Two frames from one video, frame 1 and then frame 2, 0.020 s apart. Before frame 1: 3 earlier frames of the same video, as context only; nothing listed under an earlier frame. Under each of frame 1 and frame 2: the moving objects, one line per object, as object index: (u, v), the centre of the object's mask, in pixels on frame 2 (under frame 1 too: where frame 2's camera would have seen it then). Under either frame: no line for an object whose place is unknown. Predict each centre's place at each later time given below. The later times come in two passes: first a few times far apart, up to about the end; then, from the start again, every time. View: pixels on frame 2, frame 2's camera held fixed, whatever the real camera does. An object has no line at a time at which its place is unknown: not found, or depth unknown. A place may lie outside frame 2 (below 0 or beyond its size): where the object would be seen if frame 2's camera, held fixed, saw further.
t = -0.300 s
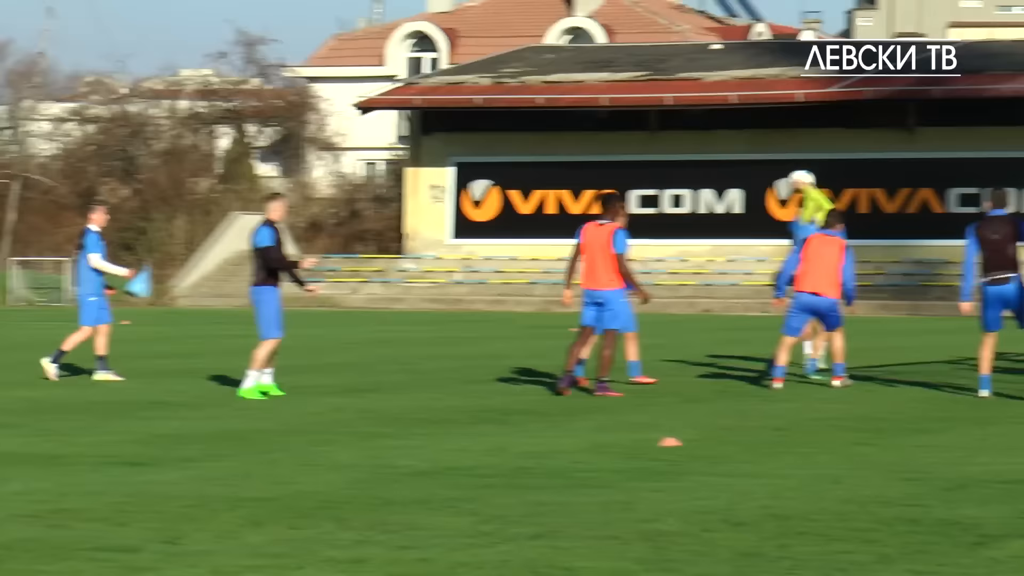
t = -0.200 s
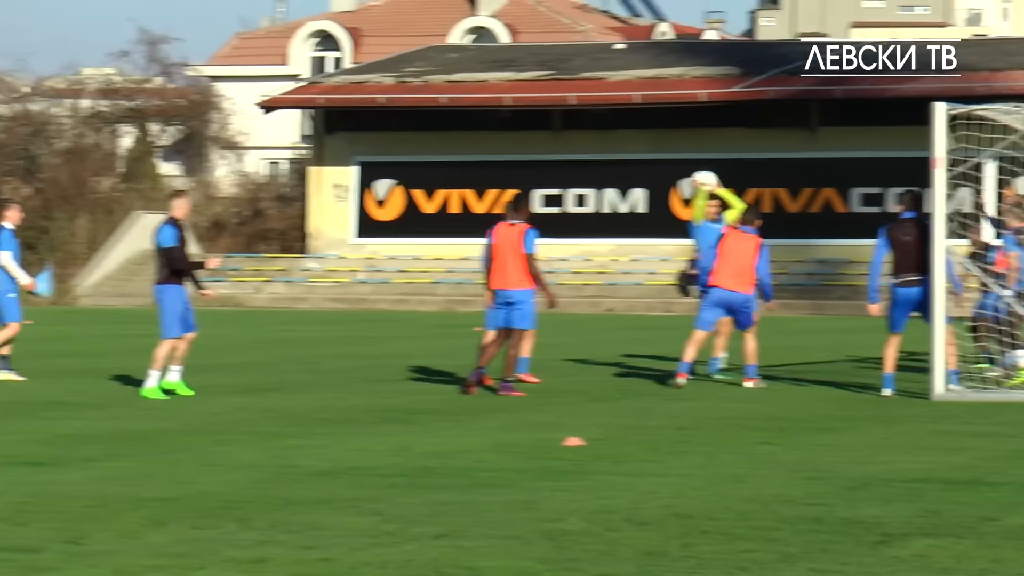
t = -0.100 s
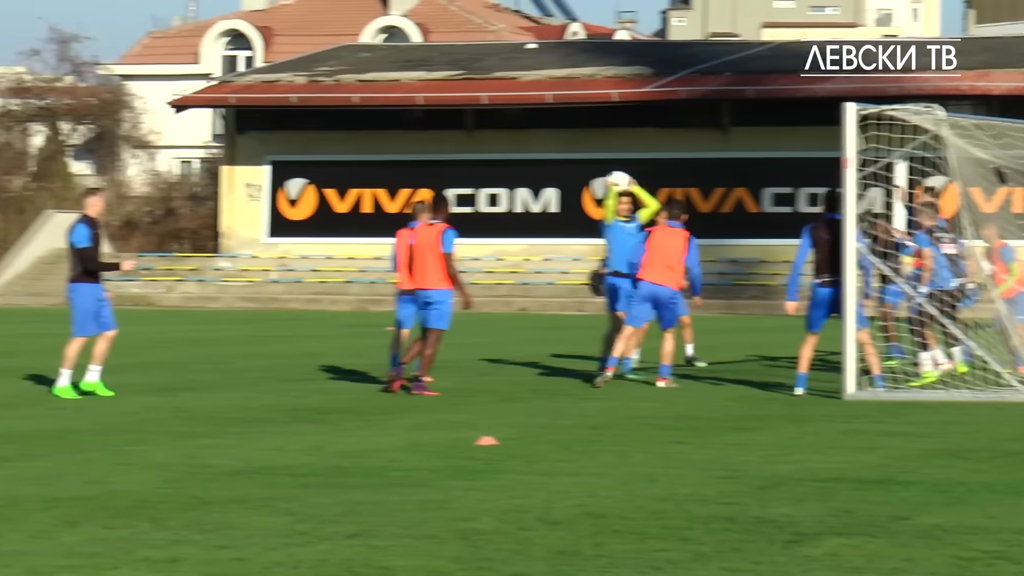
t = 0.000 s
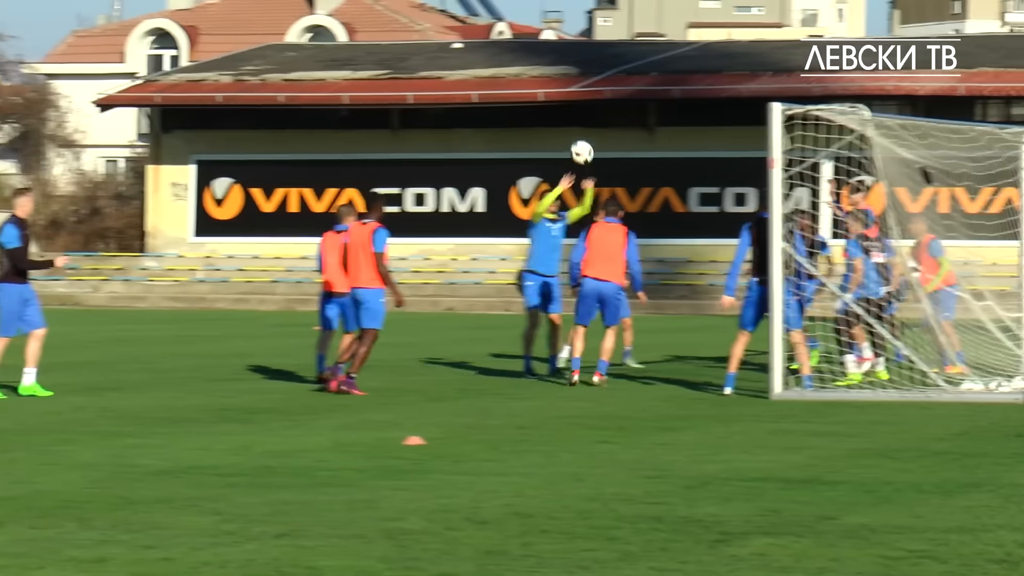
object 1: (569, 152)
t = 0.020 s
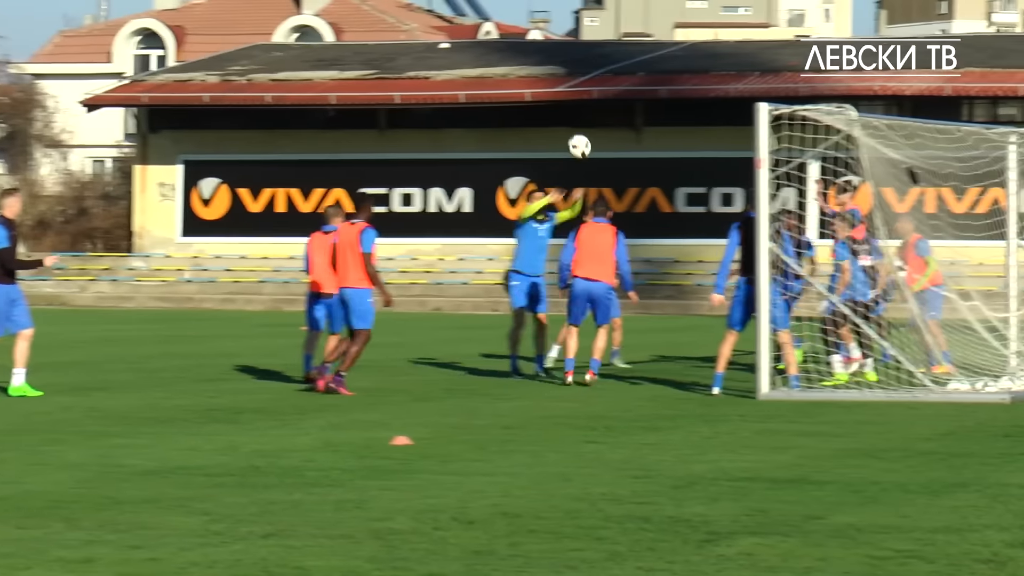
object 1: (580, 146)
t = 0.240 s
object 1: (696, 105)
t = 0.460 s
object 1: (750, 102)
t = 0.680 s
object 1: (596, 108)
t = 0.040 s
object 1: (590, 140)
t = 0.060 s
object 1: (601, 135)
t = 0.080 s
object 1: (611, 130)
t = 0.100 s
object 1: (621, 125)
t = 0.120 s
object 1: (632, 121)
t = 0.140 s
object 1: (642, 118)
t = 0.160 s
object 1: (653, 114)
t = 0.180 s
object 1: (664, 111)
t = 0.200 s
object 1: (675, 109)
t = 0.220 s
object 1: (685, 107)
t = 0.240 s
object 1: (696, 105)
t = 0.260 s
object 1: (707, 104)
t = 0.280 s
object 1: (718, 104)
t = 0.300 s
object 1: (729, 103)
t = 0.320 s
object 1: (740, 103)
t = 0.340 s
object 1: (749, 103)
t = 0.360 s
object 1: (761, 100)
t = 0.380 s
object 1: (774, 100)
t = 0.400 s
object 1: (786, 102)
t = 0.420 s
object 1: (780, 101)
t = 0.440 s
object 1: (765, 100)
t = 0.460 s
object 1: (750, 102)
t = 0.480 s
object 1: (737, 101)
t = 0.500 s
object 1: (723, 100)
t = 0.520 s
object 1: (709, 99)
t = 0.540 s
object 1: (695, 99)
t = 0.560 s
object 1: (681, 98)
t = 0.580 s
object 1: (666, 99)
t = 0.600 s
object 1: (652, 100)
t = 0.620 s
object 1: (638, 101)
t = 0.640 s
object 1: (624, 102)
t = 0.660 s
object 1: (609, 105)
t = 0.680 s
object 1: (596, 108)
